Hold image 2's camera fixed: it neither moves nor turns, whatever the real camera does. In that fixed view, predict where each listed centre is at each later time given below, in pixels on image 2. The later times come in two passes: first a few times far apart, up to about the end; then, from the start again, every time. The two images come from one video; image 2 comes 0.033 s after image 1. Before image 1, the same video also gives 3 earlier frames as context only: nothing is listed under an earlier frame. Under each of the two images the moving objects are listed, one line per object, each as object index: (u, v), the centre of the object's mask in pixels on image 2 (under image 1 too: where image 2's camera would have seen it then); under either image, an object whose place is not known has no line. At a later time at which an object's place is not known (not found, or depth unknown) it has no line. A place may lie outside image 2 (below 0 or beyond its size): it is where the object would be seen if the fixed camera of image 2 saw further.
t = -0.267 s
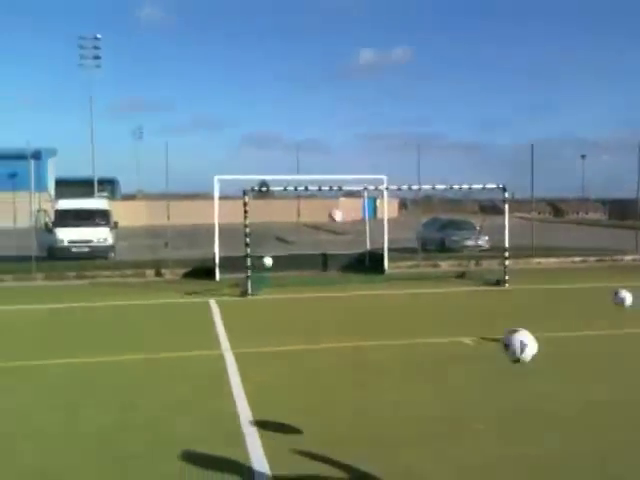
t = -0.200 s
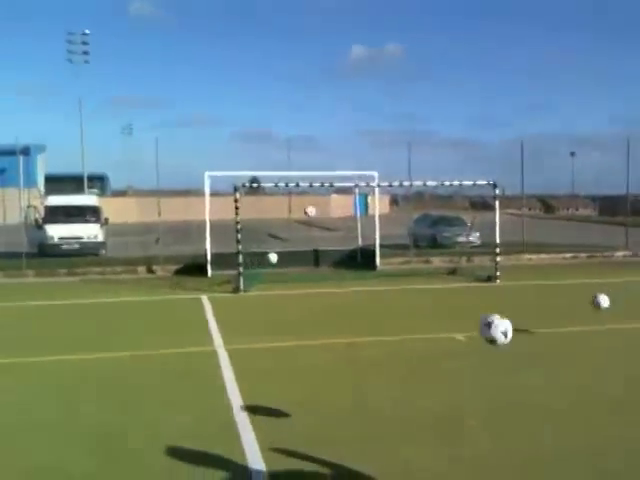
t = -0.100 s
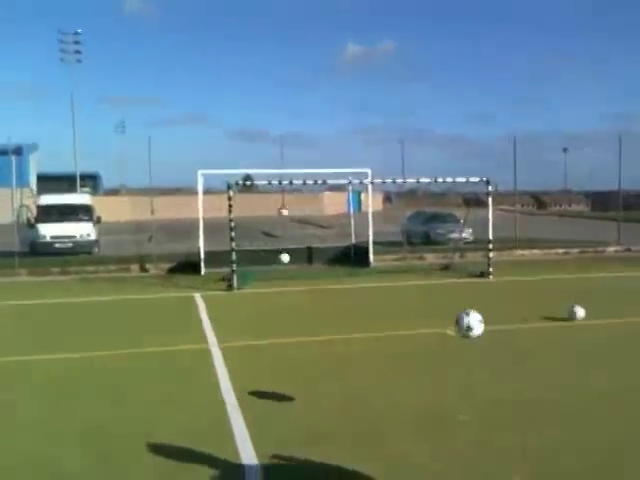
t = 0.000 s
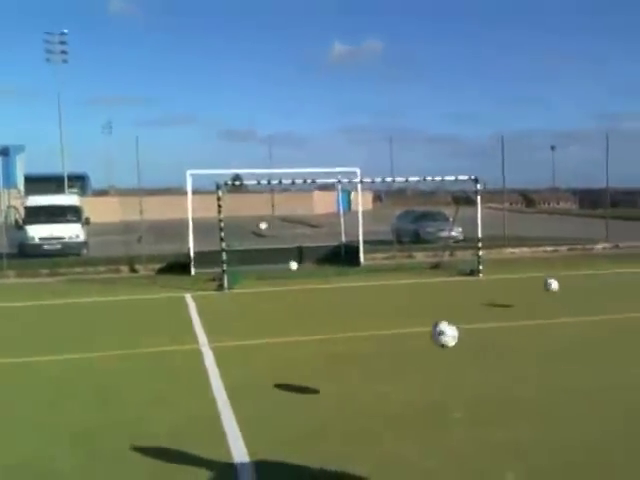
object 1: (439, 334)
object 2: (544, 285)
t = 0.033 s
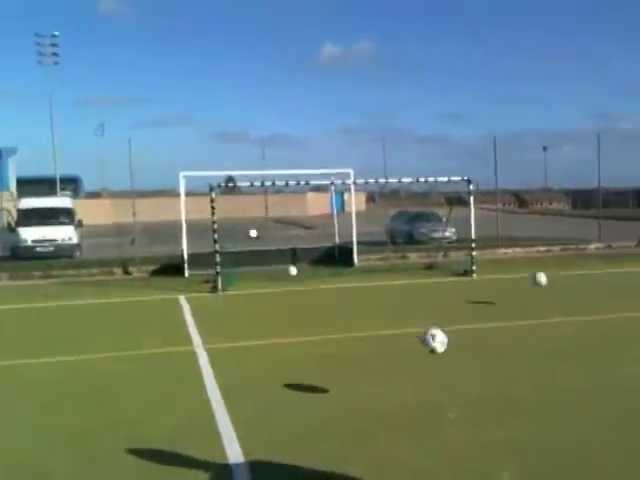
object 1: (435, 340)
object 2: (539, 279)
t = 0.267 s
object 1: (408, 347)
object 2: (515, 261)
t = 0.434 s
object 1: (392, 318)
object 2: (503, 269)
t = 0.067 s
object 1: (431, 346)
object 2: (535, 275)
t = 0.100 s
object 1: (428, 354)
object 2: (532, 270)
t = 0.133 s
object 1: (424, 363)
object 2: (527, 266)
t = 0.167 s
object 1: (420, 374)
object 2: (524, 264)
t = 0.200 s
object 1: (416, 371)
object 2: (520, 262)
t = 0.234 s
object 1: (412, 358)
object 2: (518, 261)
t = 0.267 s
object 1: (408, 347)
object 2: (515, 261)
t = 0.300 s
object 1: (404, 340)
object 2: (512, 262)
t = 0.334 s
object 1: (401, 332)
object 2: (510, 263)
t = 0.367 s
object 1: (397, 325)
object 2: (507, 264)
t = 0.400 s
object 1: (395, 321)
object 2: (505, 267)
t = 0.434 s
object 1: (392, 318)
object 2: (503, 269)
